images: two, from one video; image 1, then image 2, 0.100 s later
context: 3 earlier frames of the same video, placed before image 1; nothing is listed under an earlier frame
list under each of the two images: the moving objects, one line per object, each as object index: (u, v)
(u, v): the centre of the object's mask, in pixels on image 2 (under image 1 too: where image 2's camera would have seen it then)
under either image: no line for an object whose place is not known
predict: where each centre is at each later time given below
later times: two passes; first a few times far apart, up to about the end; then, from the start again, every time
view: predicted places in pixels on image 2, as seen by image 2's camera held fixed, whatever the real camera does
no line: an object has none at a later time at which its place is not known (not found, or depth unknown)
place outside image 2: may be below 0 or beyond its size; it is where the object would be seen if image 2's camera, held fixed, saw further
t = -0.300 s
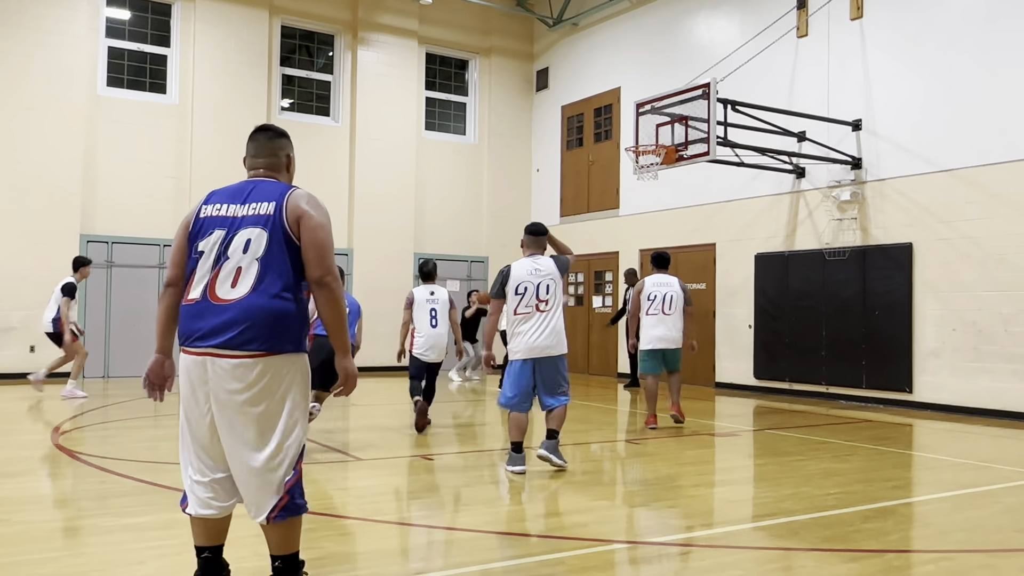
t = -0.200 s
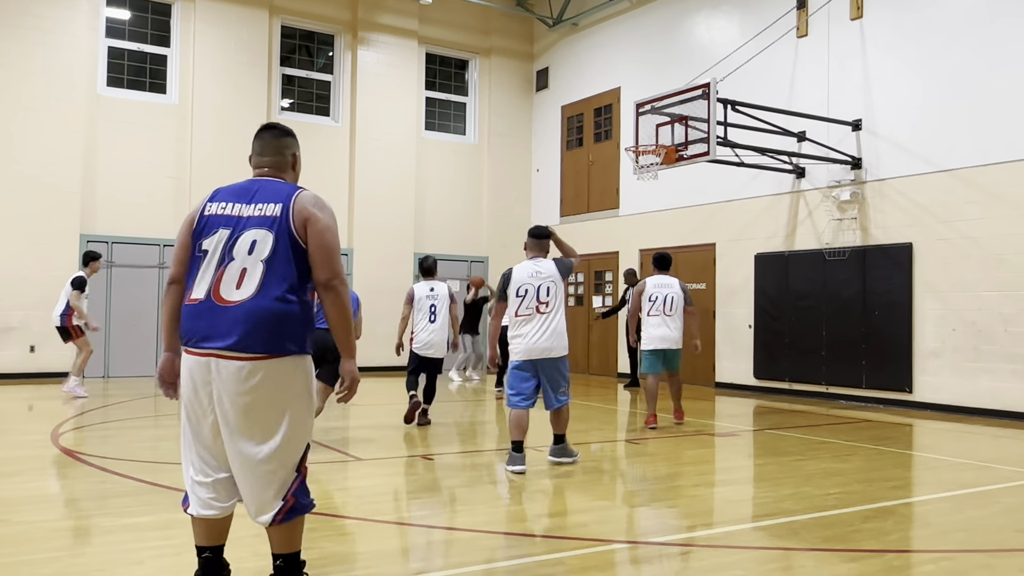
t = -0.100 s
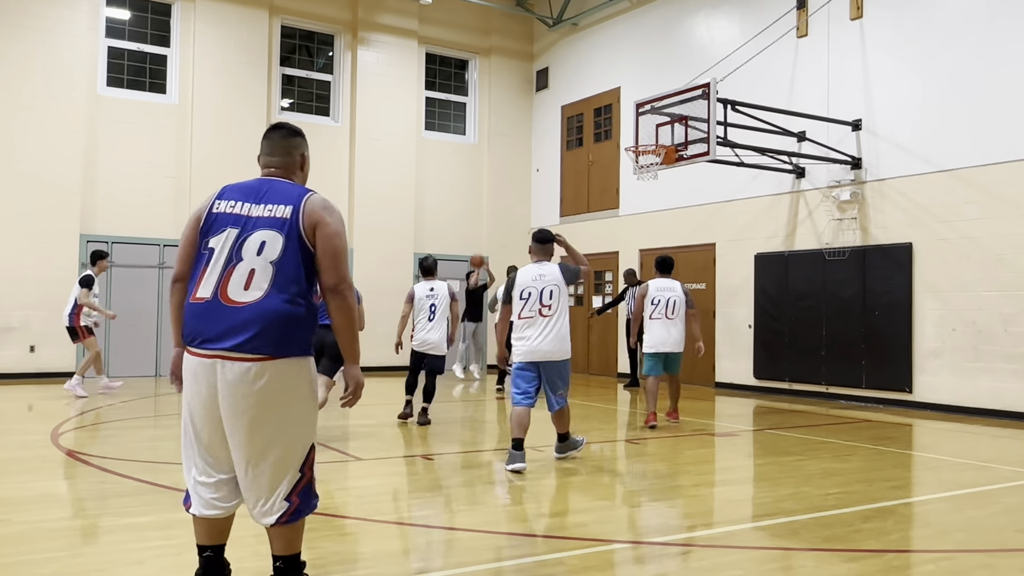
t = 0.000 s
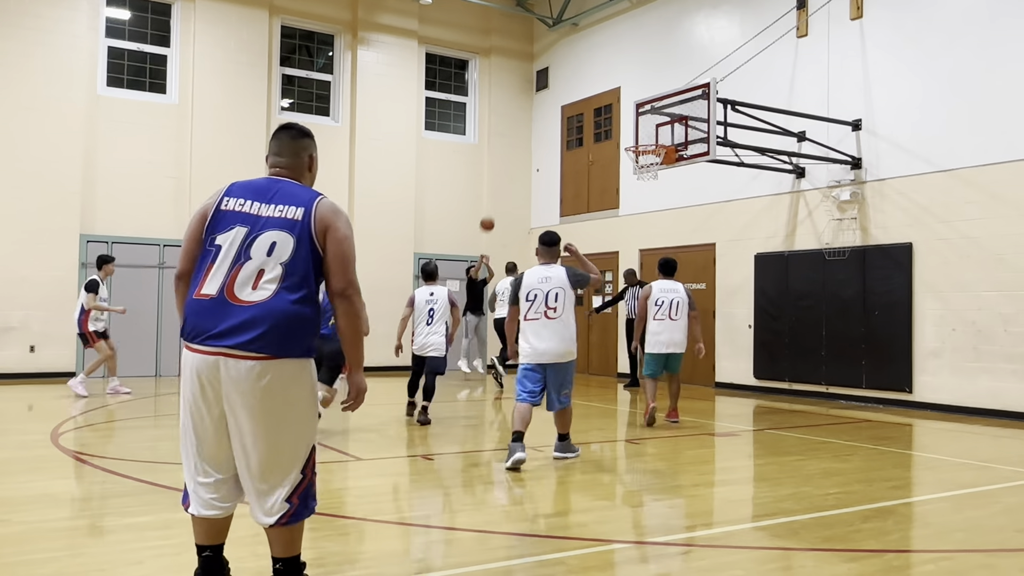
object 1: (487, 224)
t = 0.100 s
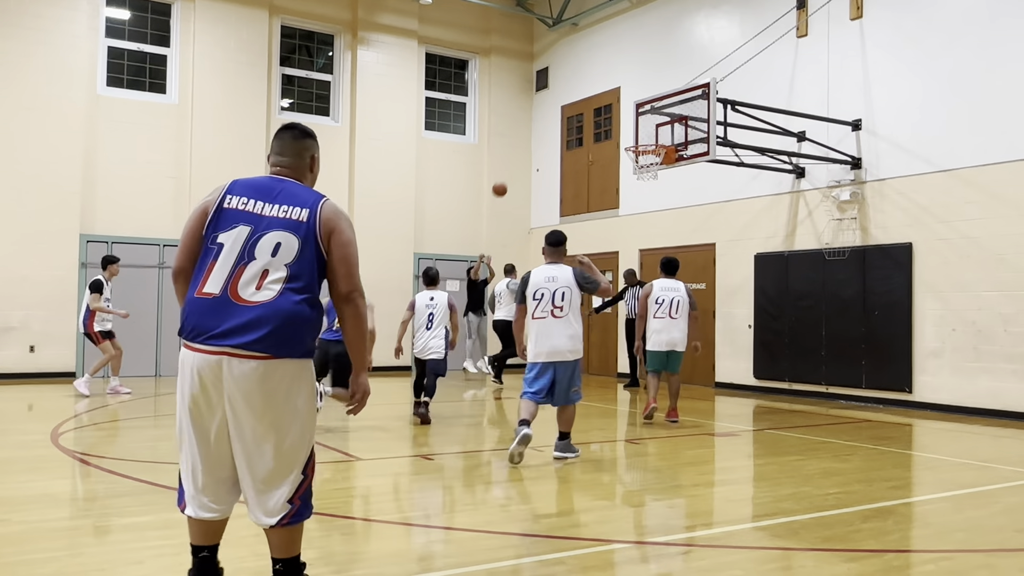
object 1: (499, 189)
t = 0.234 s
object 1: (517, 150)
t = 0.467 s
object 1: (549, 104)
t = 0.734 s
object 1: (590, 93)
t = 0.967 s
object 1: (630, 129)
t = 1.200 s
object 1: (644, 141)
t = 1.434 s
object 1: (648, 155)
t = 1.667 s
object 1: (645, 163)
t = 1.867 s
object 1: (644, 194)
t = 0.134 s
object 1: (504, 179)
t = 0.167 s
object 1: (508, 169)
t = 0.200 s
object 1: (513, 159)
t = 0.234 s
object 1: (517, 150)
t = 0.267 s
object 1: (522, 142)
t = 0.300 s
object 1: (526, 134)
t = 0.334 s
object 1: (531, 126)
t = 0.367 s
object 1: (535, 120)
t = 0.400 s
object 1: (540, 114)
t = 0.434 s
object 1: (545, 109)
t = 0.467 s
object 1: (549, 104)
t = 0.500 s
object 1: (554, 100)
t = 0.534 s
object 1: (559, 97)
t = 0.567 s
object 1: (564, 95)
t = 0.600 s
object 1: (569, 93)
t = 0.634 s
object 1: (574, 92)
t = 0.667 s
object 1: (579, 92)
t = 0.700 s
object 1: (585, 92)
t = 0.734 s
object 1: (590, 93)
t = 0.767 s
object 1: (596, 96)
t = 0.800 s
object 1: (602, 99)
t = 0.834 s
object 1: (606, 102)
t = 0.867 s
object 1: (612, 107)
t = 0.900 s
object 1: (618, 113)
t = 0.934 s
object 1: (624, 120)
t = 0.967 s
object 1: (630, 129)
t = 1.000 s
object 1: (636, 137)
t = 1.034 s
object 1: (641, 139)
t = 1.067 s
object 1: (644, 139)
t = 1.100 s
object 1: (647, 140)
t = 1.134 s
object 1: (647, 141)
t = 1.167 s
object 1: (646, 141)
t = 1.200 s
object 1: (644, 141)
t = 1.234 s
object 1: (642, 143)
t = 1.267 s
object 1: (644, 142)
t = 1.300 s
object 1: (646, 151)
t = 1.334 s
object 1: (646, 154)
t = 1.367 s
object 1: (647, 156)
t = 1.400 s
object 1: (648, 157)
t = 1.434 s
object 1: (648, 155)
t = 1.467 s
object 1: (647, 154)
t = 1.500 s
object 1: (646, 153)
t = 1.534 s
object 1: (646, 154)
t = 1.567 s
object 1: (648, 155)
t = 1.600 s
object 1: (646, 157)
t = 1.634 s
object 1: (647, 160)
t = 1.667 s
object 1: (645, 163)
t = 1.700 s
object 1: (646, 170)
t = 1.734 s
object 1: (646, 173)
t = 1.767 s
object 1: (645, 177)
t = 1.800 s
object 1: (645, 185)
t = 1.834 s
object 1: (644, 188)
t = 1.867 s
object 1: (644, 194)
